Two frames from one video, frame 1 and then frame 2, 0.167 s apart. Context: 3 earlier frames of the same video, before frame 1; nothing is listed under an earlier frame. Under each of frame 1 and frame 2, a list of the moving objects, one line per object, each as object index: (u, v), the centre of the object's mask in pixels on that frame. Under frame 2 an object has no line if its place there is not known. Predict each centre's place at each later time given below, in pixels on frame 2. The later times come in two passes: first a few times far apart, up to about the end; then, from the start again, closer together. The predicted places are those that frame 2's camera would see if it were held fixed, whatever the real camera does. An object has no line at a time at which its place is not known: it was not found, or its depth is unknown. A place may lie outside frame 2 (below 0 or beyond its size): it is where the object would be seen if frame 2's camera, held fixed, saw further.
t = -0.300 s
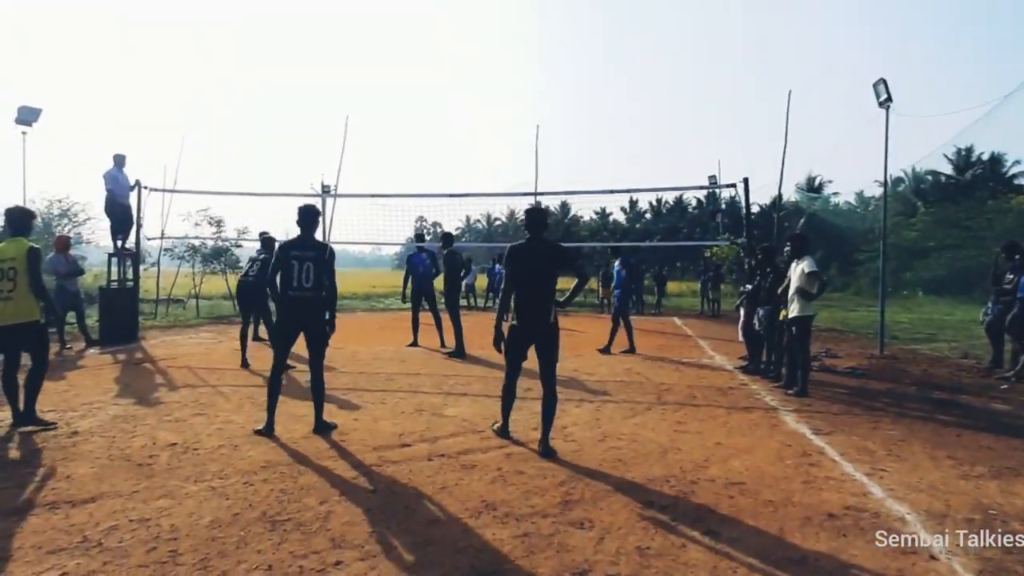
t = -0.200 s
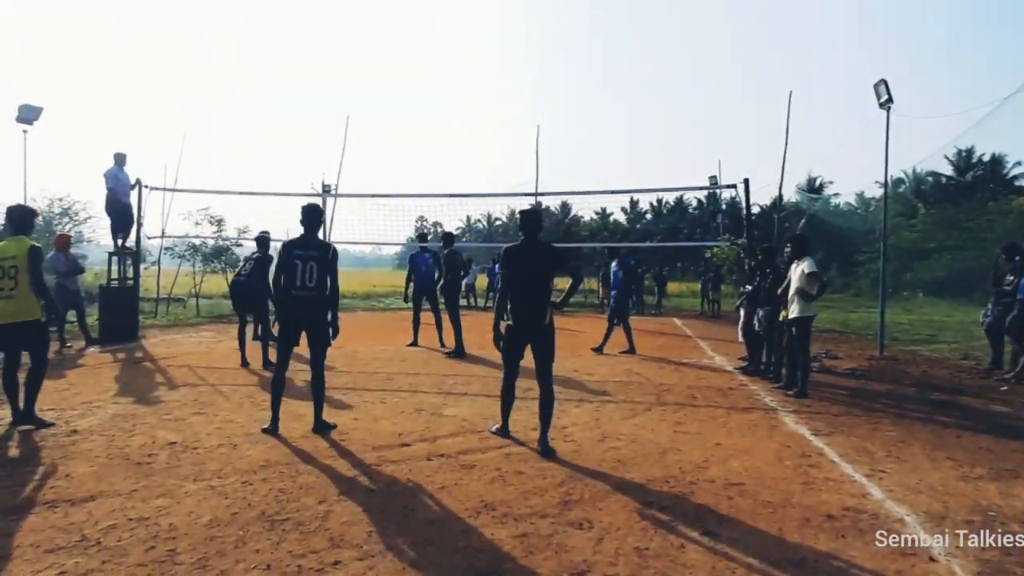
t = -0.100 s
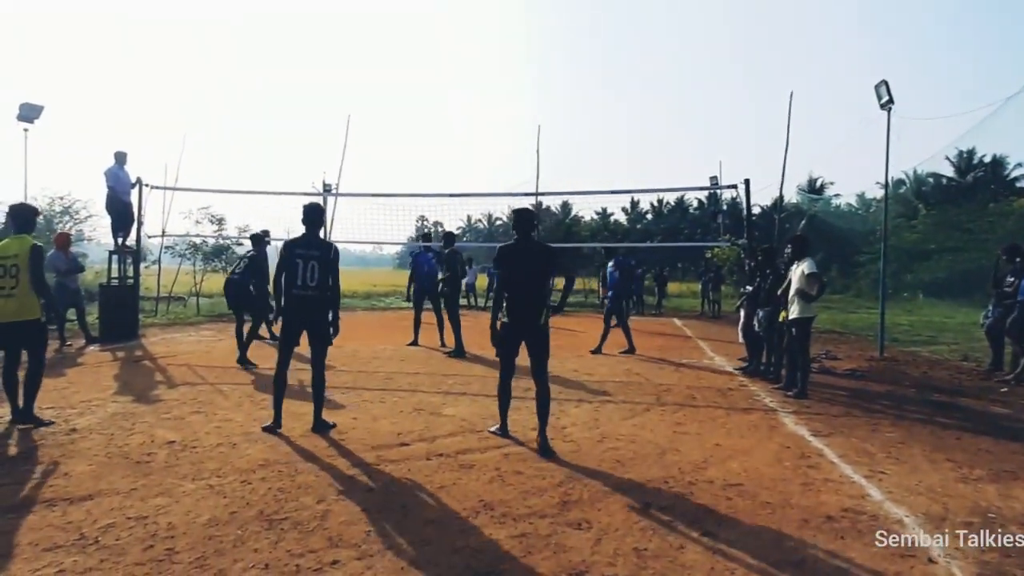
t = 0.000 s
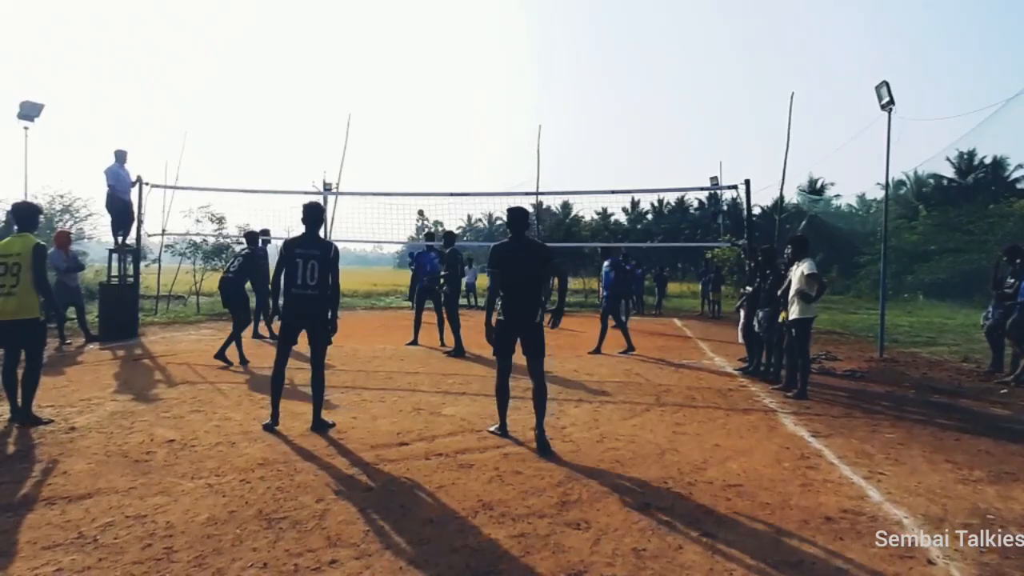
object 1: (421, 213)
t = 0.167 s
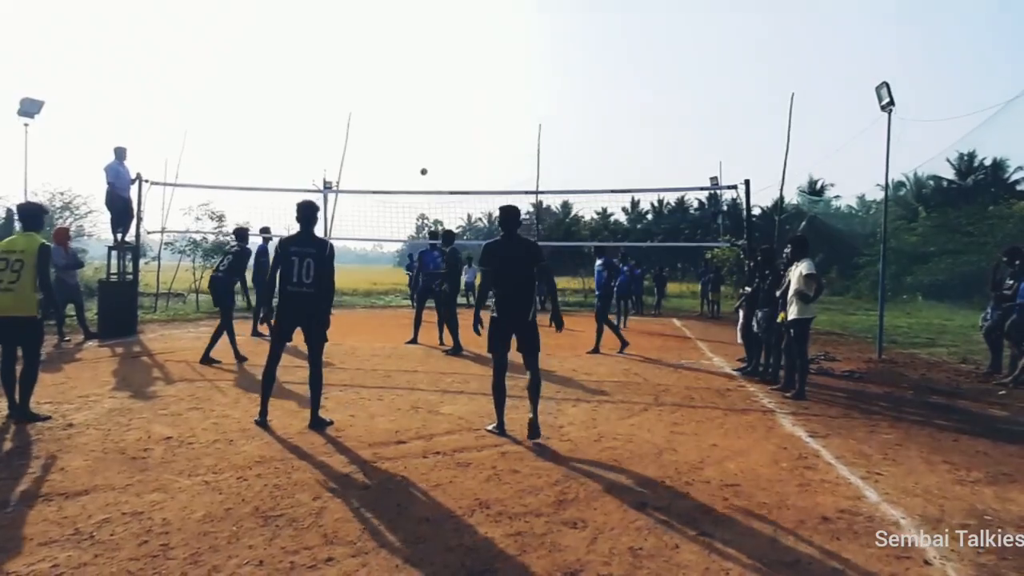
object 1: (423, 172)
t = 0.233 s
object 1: (425, 156)
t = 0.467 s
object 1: (426, 104)
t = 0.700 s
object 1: (425, 60)
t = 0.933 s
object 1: (417, 31)
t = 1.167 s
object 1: (398, 29)
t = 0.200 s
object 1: (424, 164)
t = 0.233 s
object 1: (425, 156)
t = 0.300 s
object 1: (425, 140)
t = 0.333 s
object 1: (426, 133)
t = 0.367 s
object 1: (426, 125)
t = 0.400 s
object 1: (426, 118)
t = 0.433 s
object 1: (426, 111)
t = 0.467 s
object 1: (426, 104)
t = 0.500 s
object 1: (426, 98)
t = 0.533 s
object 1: (426, 91)
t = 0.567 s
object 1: (426, 84)
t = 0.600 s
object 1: (426, 78)
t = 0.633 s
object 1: (426, 72)
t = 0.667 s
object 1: (426, 66)
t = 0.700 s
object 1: (425, 60)
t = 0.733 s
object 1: (425, 55)
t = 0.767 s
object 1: (424, 50)
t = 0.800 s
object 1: (423, 45)
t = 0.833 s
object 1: (422, 41)
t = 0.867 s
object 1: (421, 38)
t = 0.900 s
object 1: (419, 34)
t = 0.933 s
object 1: (417, 31)
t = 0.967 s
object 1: (415, 29)
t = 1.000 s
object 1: (413, 27)
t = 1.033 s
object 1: (410, 26)
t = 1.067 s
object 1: (408, 25)
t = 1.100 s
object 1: (405, 25)
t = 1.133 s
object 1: (402, 26)
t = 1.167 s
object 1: (398, 29)
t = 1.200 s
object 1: (395, 32)
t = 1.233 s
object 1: (391, 37)
